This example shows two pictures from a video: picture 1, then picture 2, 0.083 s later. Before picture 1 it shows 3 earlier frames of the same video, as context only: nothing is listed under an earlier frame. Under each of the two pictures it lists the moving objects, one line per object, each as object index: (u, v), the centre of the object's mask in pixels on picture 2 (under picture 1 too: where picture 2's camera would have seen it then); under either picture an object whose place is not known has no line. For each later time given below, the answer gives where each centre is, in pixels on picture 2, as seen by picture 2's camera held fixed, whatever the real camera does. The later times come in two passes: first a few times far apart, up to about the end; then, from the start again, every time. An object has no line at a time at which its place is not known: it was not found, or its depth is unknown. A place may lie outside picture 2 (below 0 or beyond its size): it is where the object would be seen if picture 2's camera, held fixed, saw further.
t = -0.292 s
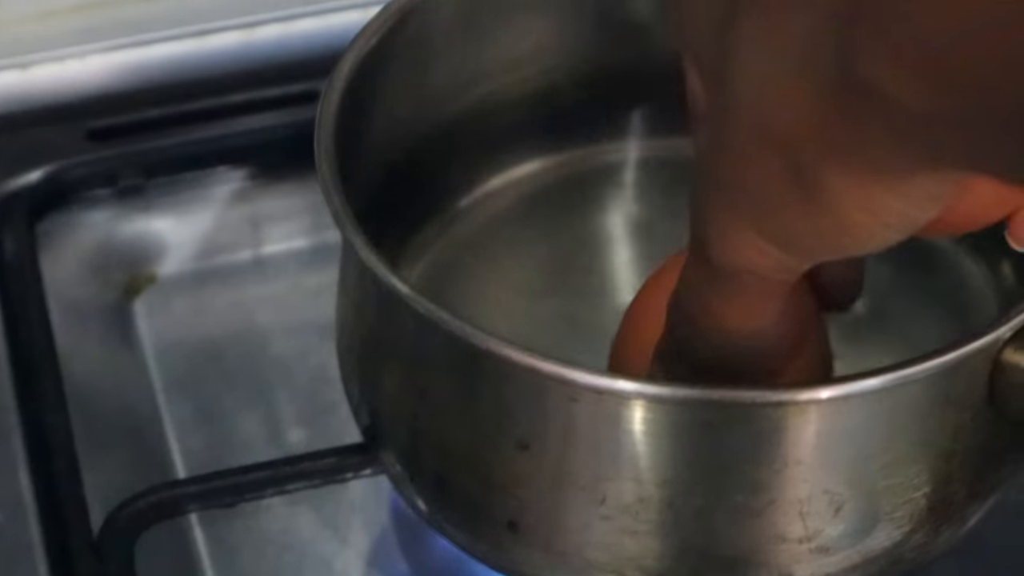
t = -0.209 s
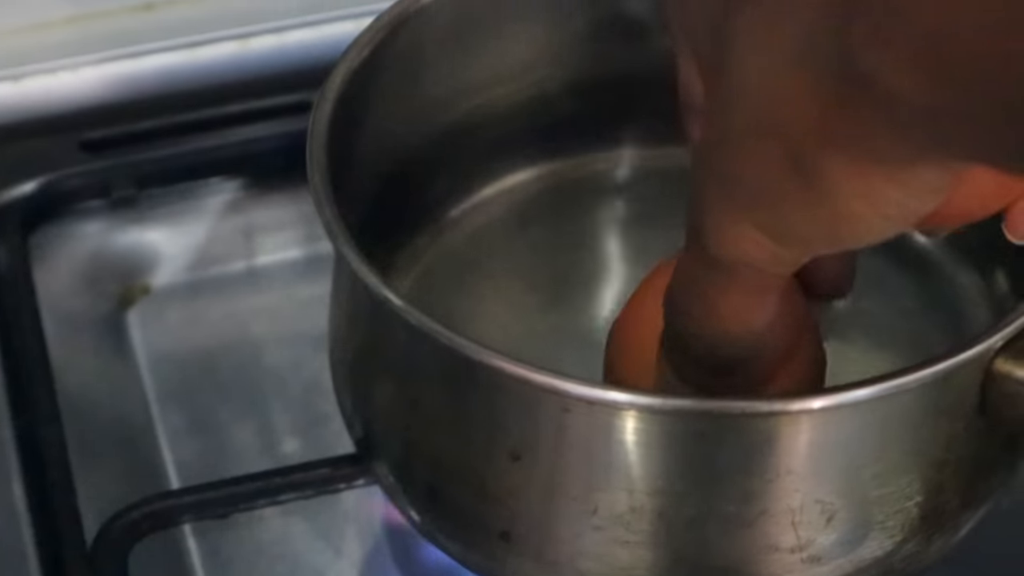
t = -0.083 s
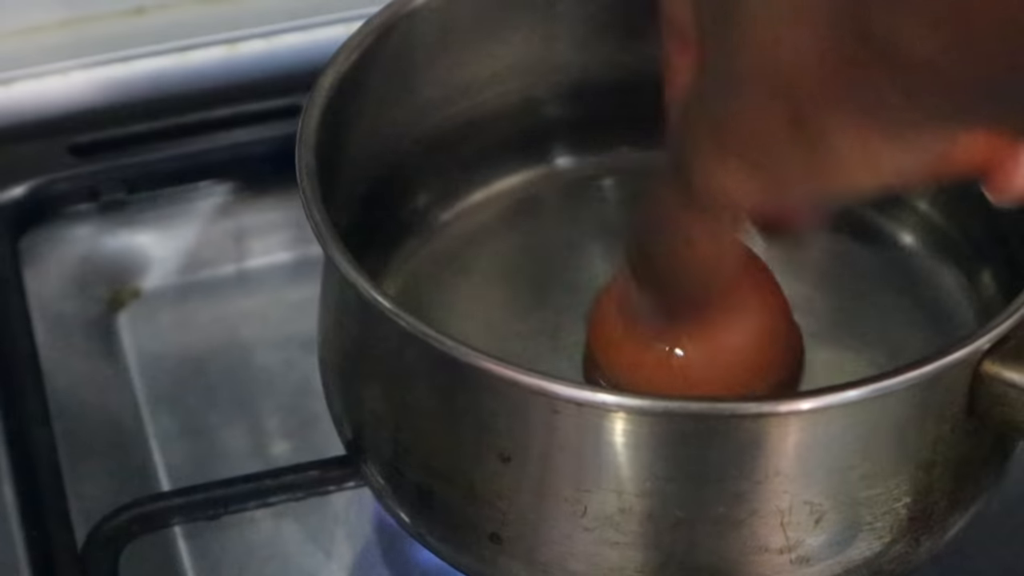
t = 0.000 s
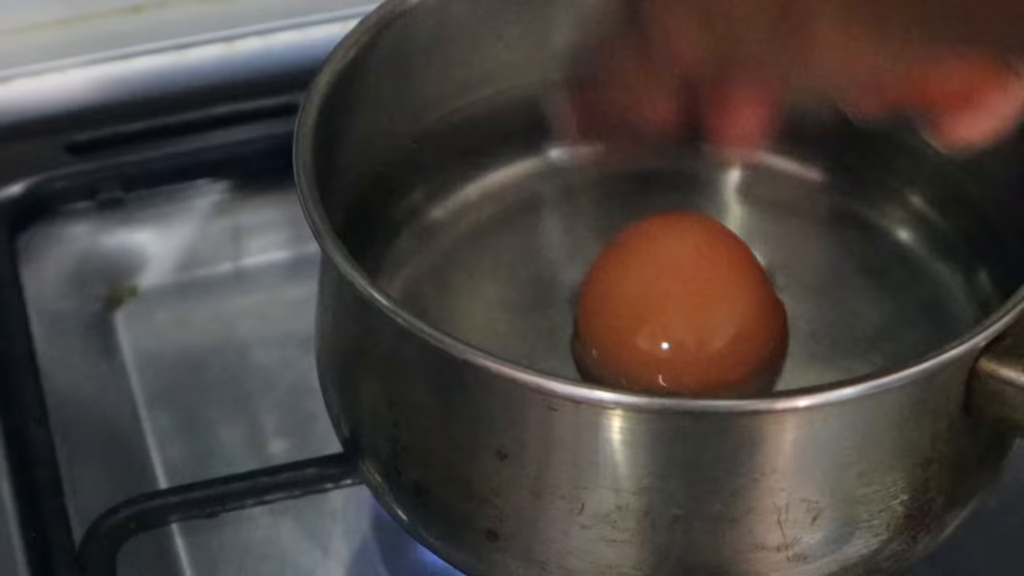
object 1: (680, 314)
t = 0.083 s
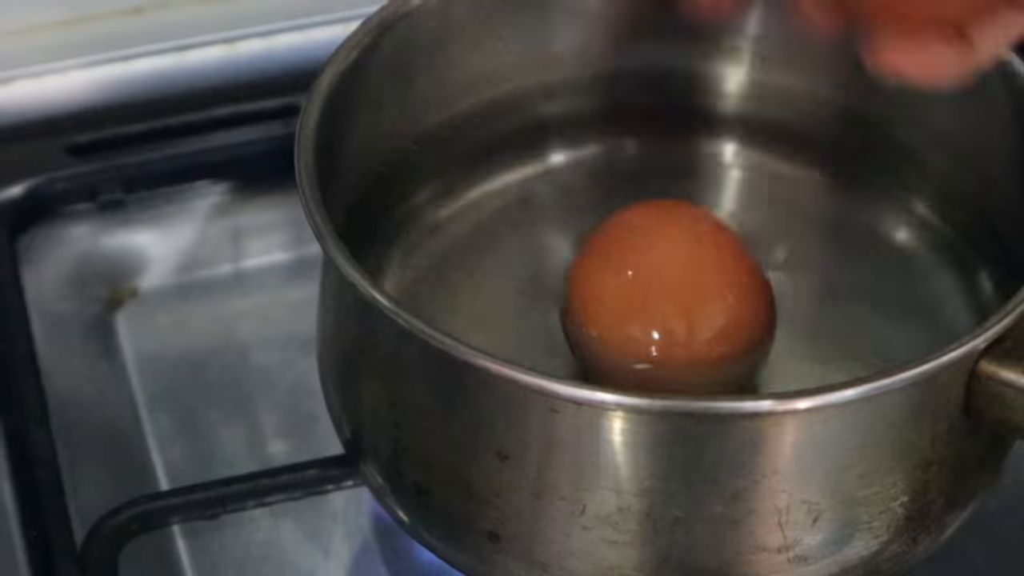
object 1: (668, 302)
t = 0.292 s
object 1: (643, 239)
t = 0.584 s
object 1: (586, 205)
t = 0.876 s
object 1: (519, 207)
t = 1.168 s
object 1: (499, 193)
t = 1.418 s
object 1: (507, 185)
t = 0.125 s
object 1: (663, 296)
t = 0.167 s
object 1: (658, 282)
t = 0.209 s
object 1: (652, 266)
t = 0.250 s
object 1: (647, 251)
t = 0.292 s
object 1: (643, 239)
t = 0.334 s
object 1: (636, 228)
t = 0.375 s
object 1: (627, 221)
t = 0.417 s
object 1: (620, 215)
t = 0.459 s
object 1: (611, 212)
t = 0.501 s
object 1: (604, 208)
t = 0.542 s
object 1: (595, 207)
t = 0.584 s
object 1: (586, 205)
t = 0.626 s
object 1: (574, 206)
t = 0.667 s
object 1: (564, 208)
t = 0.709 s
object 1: (556, 208)
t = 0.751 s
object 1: (546, 210)
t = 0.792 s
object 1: (537, 209)
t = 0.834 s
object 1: (527, 208)
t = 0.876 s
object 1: (519, 207)
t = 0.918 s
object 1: (512, 205)
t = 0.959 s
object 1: (506, 202)
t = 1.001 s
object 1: (502, 199)
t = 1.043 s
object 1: (498, 196)
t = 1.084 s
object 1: (499, 195)
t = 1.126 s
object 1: (500, 195)
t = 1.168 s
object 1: (499, 193)
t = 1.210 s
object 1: (500, 193)
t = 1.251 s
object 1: (501, 193)
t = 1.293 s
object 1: (502, 191)
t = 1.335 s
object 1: (503, 189)
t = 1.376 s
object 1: (504, 187)
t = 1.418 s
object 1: (507, 185)
